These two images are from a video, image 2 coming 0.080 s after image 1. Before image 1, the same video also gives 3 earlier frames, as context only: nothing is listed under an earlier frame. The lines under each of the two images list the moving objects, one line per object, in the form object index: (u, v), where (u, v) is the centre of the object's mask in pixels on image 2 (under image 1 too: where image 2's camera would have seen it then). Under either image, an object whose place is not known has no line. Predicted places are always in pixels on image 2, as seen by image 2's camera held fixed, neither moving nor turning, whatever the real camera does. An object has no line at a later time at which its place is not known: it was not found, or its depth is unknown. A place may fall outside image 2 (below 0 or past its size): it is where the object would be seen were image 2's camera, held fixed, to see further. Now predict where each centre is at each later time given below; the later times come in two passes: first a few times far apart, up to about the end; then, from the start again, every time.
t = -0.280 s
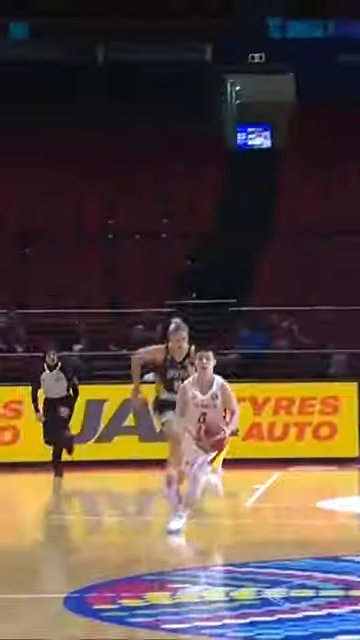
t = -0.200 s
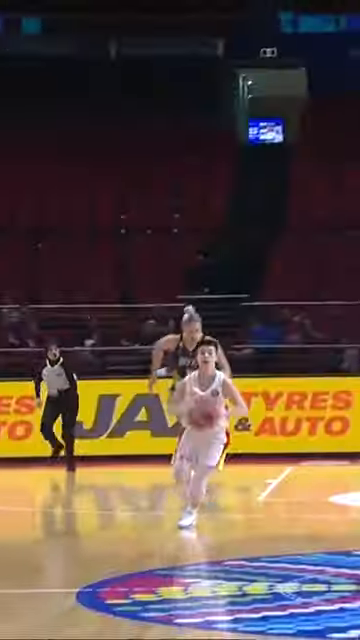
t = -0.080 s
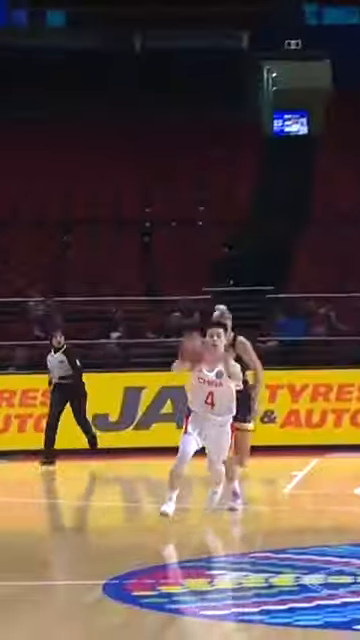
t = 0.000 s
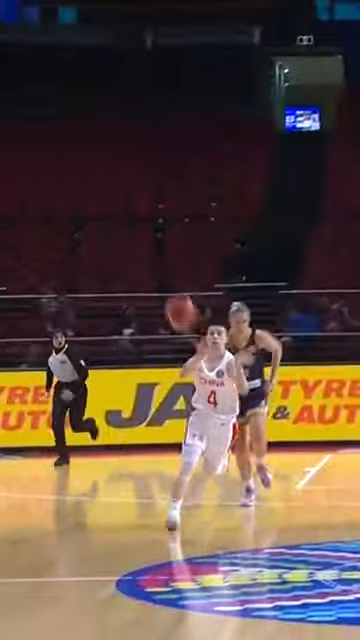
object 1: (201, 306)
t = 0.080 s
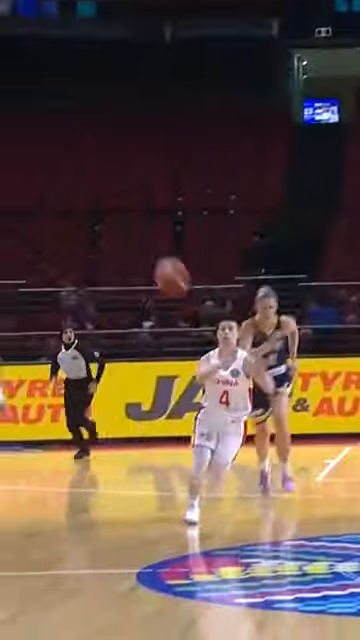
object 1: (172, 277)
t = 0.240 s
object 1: (107, 240)
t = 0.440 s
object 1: (6, 238)
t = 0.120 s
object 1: (156, 265)
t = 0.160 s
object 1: (141, 255)
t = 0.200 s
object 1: (124, 247)
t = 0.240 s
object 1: (107, 240)
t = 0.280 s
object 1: (89, 235)
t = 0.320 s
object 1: (70, 233)
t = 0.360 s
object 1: (50, 232)
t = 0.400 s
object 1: (29, 233)
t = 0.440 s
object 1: (6, 238)
